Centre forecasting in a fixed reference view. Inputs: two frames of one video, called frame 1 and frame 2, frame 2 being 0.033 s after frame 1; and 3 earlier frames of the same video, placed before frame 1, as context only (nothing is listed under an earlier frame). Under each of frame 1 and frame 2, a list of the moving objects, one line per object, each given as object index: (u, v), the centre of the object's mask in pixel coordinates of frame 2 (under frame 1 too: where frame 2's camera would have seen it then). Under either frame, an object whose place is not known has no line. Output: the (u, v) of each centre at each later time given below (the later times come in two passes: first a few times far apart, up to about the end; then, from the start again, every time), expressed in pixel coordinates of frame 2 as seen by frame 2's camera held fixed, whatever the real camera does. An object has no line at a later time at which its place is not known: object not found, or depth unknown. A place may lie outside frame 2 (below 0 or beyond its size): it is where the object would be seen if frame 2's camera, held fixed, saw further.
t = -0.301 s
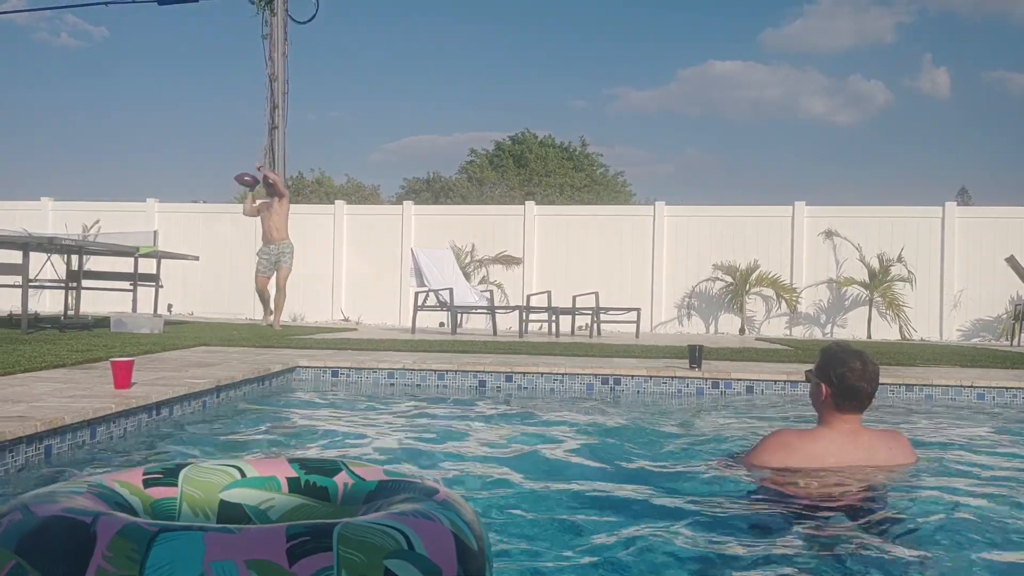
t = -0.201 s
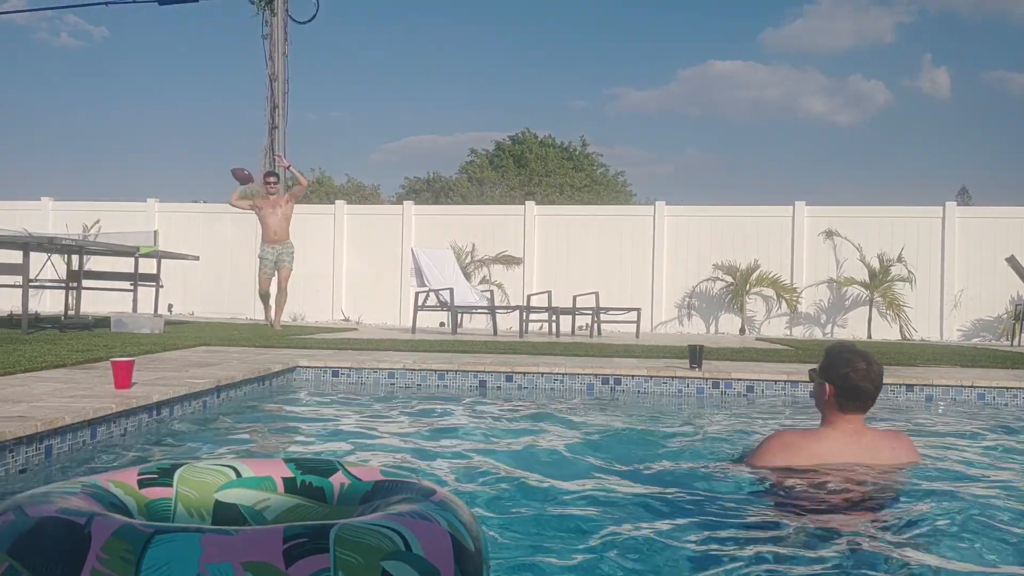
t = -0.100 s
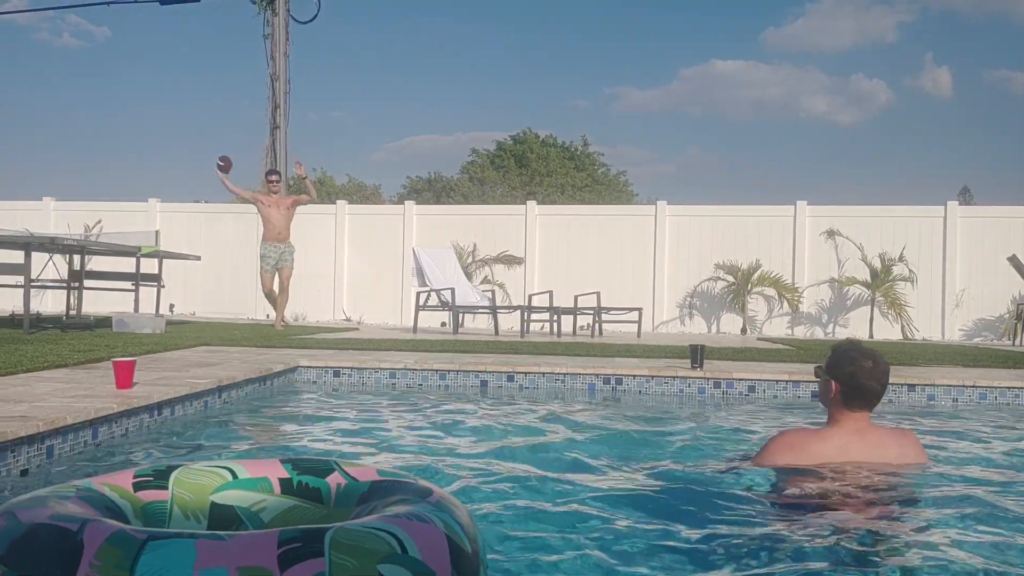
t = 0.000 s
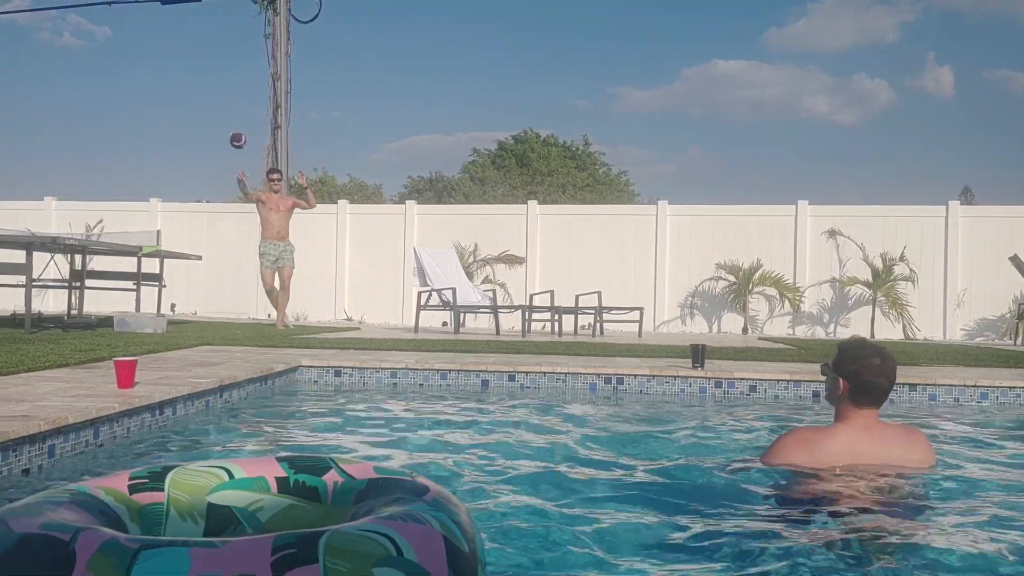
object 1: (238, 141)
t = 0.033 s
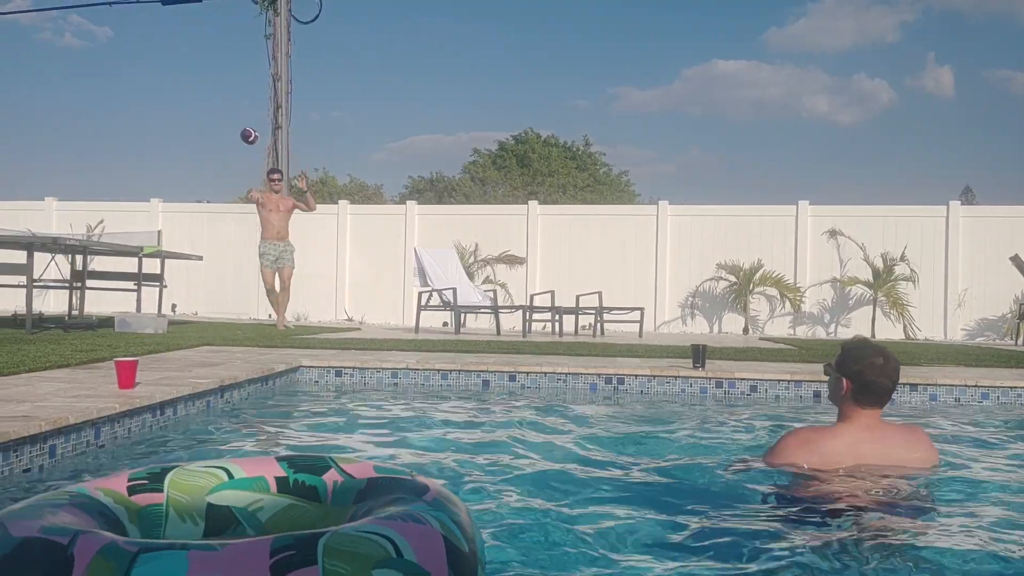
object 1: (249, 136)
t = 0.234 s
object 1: (327, 120)
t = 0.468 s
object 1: (476, 176)
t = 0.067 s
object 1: (260, 132)
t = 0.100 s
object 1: (272, 127)
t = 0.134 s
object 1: (285, 123)
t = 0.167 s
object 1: (298, 121)
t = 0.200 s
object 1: (312, 120)
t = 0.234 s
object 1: (327, 120)
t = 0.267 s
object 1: (343, 123)
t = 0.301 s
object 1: (361, 126)
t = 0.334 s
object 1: (380, 131)
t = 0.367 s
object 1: (400, 138)
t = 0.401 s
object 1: (423, 148)
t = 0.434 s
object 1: (448, 160)
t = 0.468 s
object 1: (476, 176)
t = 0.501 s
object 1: (508, 195)
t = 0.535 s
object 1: (543, 220)
